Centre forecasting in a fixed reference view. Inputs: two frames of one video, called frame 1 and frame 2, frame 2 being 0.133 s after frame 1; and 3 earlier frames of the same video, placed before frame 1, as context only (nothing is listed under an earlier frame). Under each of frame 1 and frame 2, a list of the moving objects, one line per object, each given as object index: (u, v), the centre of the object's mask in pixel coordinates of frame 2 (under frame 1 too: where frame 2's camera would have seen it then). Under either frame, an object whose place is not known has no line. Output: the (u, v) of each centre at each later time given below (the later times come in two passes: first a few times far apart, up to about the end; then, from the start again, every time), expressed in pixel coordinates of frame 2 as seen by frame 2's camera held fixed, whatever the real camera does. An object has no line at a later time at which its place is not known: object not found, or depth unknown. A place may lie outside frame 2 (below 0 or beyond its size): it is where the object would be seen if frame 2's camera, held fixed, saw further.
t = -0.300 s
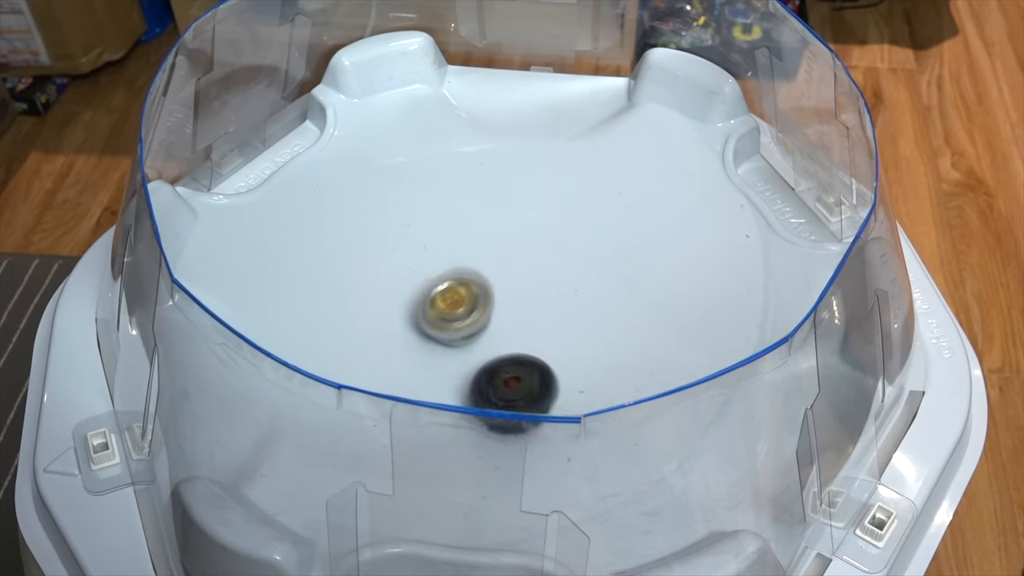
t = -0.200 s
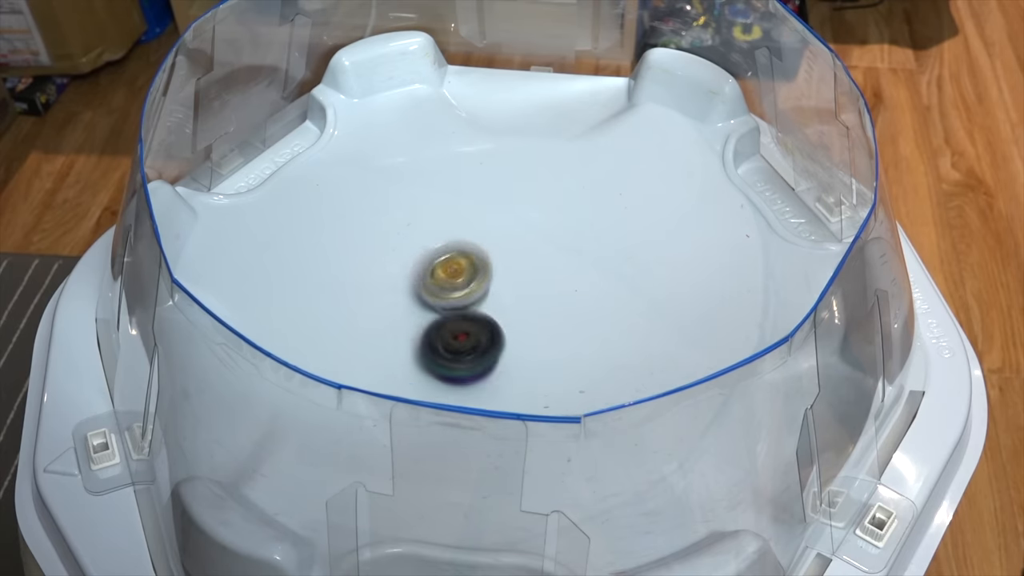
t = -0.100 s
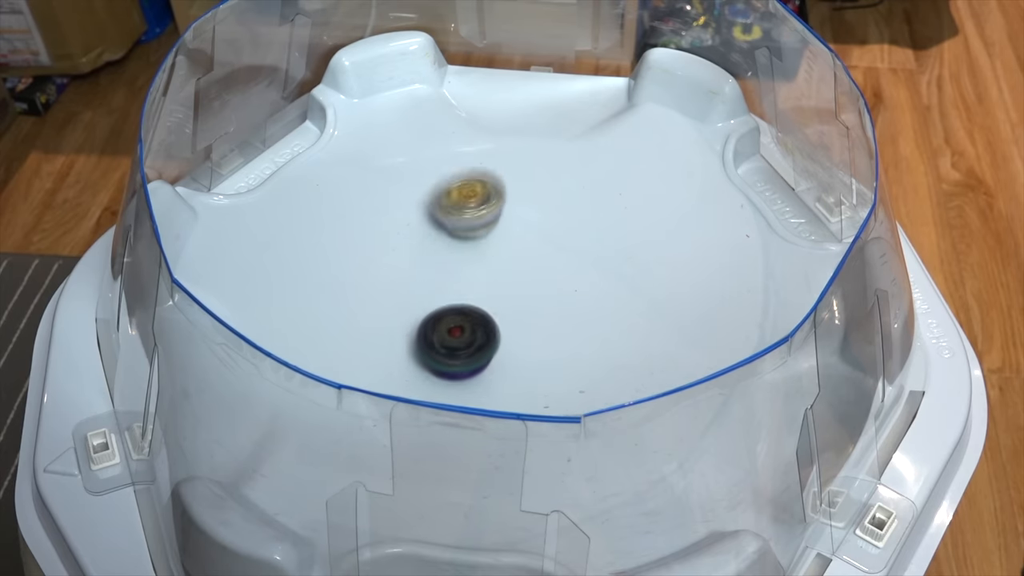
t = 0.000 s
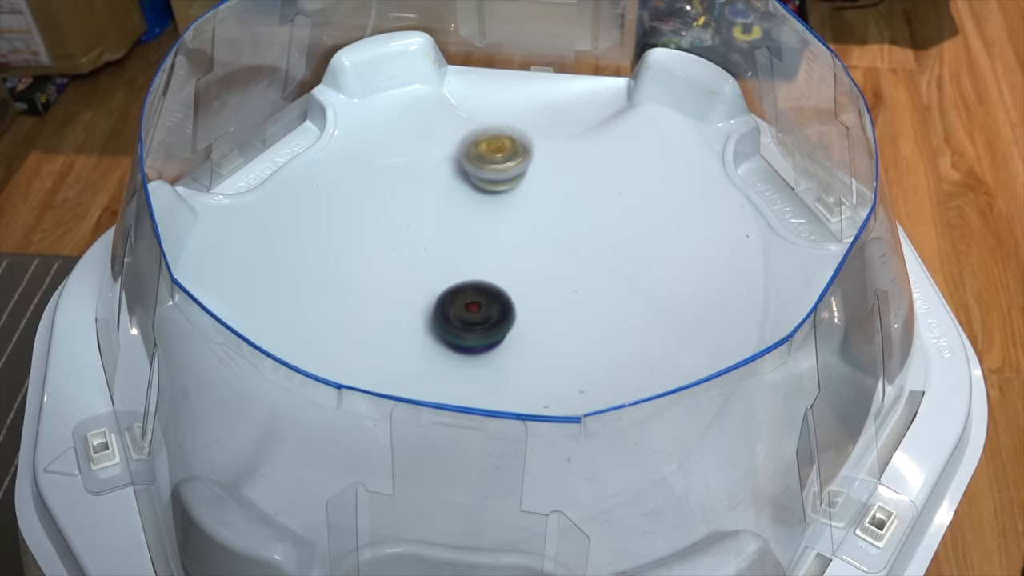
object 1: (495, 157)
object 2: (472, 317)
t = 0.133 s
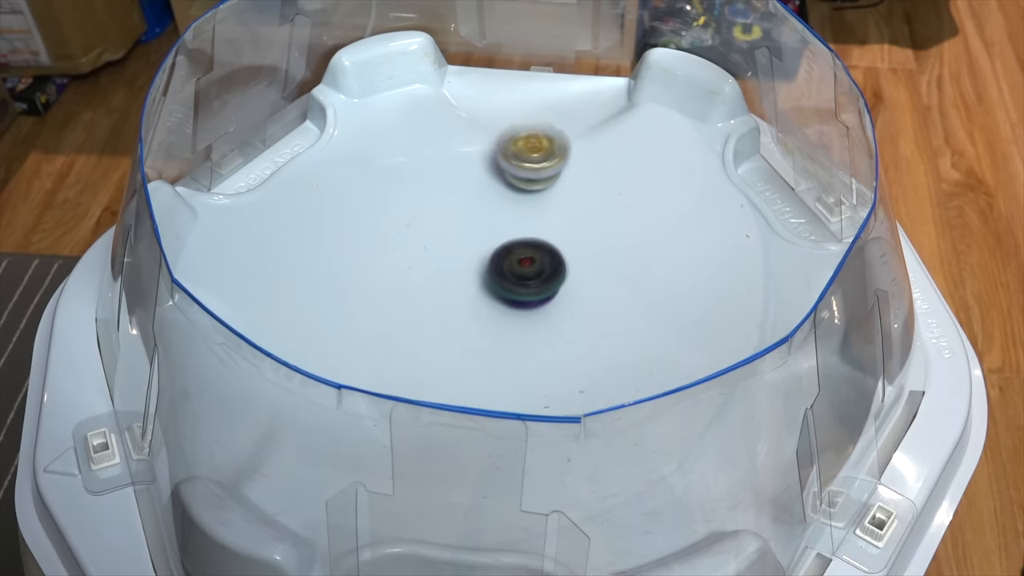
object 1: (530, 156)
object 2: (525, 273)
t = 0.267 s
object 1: (553, 202)
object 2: (588, 264)
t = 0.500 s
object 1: (513, 295)
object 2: (601, 372)
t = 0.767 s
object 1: (441, 219)
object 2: (437, 486)
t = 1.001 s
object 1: (379, 183)
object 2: (330, 418)
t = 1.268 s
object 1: (361, 249)
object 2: (448, 296)
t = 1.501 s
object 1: (535, 311)
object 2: (634, 291)
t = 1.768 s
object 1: (596, 275)
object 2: (791, 356)
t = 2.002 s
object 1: (547, 212)
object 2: (792, 391)
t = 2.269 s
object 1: (439, 257)
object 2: (779, 356)
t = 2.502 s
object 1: (532, 390)
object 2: (835, 370)
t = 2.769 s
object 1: (708, 327)
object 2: (834, 371)
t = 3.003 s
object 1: (575, 214)
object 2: (783, 368)
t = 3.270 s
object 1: (313, 254)
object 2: (682, 379)
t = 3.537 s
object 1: (235, 428)
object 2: (482, 376)
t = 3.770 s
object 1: (267, 357)
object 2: (388, 299)
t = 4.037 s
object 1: (426, 313)
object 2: (436, 228)
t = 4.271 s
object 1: (602, 289)
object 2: (504, 226)
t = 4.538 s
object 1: (660, 270)
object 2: (530, 256)
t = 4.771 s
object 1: (566, 228)
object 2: (528, 300)
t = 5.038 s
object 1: (423, 301)
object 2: (511, 332)
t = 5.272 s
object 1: (479, 404)
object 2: (508, 350)
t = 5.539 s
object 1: (697, 339)
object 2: (497, 351)
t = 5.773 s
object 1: (606, 184)
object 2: (505, 338)
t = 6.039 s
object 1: (316, 186)
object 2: (525, 319)
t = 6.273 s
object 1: (187, 370)
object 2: (542, 304)
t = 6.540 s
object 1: (411, 455)
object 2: (550, 292)
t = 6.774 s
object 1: (716, 379)
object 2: (550, 286)
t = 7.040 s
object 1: (783, 180)
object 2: (535, 287)
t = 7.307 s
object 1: (619, 159)
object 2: (512, 297)
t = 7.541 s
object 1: (353, 270)
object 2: (490, 300)
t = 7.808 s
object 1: (235, 381)
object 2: (474, 300)
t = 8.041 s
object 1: (296, 289)
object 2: (478, 306)
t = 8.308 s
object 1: (448, 235)
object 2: (513, 336)
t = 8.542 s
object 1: (510, 170)
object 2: (548, 377)
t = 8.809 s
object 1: (556, 193)
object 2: (540, 375)
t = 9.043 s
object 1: (580, 275)
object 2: (543, 345)
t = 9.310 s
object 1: (703, 121)
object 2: (339, 509)
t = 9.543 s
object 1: (682, 145)
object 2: (402, 442)
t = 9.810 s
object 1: (572, 356)
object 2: (463, 310)
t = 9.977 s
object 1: (580, 479)
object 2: (391, 207)
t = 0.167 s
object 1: (537, 164)
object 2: (543, 266)
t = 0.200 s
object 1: (544, 174)
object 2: (561, 262)
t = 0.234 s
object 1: (548, 187)
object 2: (575, 262)
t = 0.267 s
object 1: (553, 202)
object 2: (588, 264)
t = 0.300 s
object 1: (552, 215)
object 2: (603, 276)
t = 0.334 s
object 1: (548, 226)
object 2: (618, 293)
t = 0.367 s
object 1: (542, 239)
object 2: (630, 310)
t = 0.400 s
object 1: (535, 252)
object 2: (632, 328)
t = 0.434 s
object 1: (529, 267)
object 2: (629, 345)
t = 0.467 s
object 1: (521, 281)
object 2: (618, 360)
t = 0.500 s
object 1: (513, 295)
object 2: (601, 372)
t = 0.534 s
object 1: (504, 308)
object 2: (579, 380)
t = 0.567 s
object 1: (496, 318)
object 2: (553, 386)
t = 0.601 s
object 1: (490, 326)
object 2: (524, 391)
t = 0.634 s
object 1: (479, 307)
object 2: (508, 417)
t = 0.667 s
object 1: (469, 282)
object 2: (492, 443)
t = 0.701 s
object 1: (459, 259)
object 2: (475, 464)
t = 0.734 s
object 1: (450, 237)
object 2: (455, 477)
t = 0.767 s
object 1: (441, 219)
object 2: (437, 486)
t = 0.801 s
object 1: (431, 204)
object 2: (416, 489)
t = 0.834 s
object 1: (422, 193)
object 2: (396, 487)
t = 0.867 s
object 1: (413, 185)
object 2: (376, 480)
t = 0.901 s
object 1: (405, 181)
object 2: (360, 469)
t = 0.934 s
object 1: (396, 179)
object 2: (346, 454)
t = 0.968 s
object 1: (388, 179)
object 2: (336, 437)
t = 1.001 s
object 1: (379, 183)
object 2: (330, 418)
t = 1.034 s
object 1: (372, 188)
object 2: (327, 397)
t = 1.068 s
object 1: (365, 195)
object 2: (330, 376)
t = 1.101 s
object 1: (359, 206)
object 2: (338, 350)
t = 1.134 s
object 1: (354, 219)
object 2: (348, 331)
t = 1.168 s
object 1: (353, 235)
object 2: (365, 310)
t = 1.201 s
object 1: (351, 237)
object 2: (390, 307)
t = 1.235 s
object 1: (354, 241)
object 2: (418, 302)
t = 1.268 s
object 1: (361, 249)
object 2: (448, 296)
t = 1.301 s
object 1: (373, 260)
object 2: (479, 290)
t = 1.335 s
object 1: (390, 273)
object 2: (512, 285)
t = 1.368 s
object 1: (412, 286)
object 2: (541, 281)
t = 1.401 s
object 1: (439, 297)
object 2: (569, 280)
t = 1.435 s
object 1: (470, 305)
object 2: (594, 281)
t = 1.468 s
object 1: (502, 310)
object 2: (615, 285)
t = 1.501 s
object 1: (535, 311)
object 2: (634, 291)
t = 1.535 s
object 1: (565, 307)
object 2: (652, 298)
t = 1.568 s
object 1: (576, 308)
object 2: (684, 300)
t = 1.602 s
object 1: (585, 306)
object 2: (710, 305)
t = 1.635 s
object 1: (591, 302)
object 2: (731, 312)
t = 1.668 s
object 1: (596, 297)
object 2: (749, 318)
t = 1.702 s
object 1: (599, 291)
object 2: (765, 328)
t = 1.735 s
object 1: (598, 283)
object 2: (776, 341)
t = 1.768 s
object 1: (596, 275)
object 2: (791, 356)
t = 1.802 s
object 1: (592, 267)
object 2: (803, 372)
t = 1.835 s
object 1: (588, 258)
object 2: (815, 386)
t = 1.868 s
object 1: (580, 248)
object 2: (826, 396)
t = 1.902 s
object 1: (574, 239)
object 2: (818, 398)
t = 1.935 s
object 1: (565, 229)
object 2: (806, 396)
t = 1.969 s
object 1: (557, 221)
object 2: (798, 394)
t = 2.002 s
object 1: (547, 212)
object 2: (792, 391)
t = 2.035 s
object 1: (534, 205)
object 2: (788, 389)
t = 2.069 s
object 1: (520, 200)
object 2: (784, 384)
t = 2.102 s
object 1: (504, 198)
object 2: (782, 380)
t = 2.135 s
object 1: (488, 200)
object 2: (780, 376)
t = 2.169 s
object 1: (474, 207)
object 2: (779, 371)
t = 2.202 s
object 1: (458, 219)
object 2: (779, 366)
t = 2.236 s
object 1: (446, 237)
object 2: (778, 360)
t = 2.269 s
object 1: (439, 257)
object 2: (779, 356)
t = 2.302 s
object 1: (436, 279)
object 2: (784, 354)
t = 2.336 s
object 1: (439, 303)
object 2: (791, 356)
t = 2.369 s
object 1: (447, 326)
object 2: (801, 360)
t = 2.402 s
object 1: (462, 348)
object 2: (813, 365)
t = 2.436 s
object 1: (481, 366)
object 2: (823, 369)
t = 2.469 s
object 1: (504, 376)
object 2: (831, 370)
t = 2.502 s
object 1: (532, 390)
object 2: (835, 370)
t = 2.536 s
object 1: (561, 394)
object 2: (835, 371)
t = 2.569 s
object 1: (591, 392)
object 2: (834, 370)
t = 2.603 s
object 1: (619, 389)
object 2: (831, 367)
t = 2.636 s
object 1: (647, 382)
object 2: (825, 362)
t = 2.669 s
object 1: (673, 372)
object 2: (816, 360)
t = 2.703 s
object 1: (698, 360)
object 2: (808, 360)
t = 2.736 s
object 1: (712, 340)
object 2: (813, 364)
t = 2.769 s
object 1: (708, 327)
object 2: (834, 371)
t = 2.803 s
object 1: (697, 313)
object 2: (835, 373)
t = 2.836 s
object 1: (689, 295)
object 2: (829, 372)
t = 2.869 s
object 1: (676, 278)
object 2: (819, 371)
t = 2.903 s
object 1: (659, 260)
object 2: (809, 370)
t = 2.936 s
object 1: (637, 243)
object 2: (800, 370)
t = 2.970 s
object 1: (608, 227)
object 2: (792, 369)
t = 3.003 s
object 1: (575, 214)
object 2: (783, 368)
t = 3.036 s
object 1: (541, 205)
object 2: (773, 368)
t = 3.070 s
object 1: (505, 200)
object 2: (764, 368)
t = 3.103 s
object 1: (467, 200)
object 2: (754, 368)
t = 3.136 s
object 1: (430, 202)
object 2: (742, 368)
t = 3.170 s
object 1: (397, 209)
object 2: (733, 368)
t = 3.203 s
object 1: (365, 220)
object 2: (719, 371)
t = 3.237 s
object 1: (338, 235)
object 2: (701, 374)
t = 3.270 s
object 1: (313, 254)
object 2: (682, 379)
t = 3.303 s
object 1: (294, 275)
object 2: (660, 383)
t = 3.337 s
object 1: (279, 298)
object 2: (636, 387)
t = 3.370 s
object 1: (271, 317)
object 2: (611, 389)
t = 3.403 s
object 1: (259, 352)
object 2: (585, 384)
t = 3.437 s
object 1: (250, 383)
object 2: (560, 385)
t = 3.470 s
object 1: (242, 411)
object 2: (534, 384)
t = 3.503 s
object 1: (234, 433)
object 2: (507, 381)
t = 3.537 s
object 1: (235, 428)
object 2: (482, 376)
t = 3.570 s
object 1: (241, 431)
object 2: (457, 370)
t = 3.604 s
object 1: (246, 425)
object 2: (436, 361)
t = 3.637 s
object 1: (250, 415)
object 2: (421, 350)
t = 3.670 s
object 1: (252, 401)
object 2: (410, 338)
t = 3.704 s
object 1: (258, 382)
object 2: (401, 325)
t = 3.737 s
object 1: (263, 368)
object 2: (393, 312)
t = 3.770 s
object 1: (267, 357)
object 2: (388, 299)
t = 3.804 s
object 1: (276, 347)
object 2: (385, 286)
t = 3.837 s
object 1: (289, 338)
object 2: (386, 274)
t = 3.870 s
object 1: (305, 330)
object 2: (391, 263)
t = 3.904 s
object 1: (324, 326)
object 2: (397, 253)
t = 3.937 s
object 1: (346, 321)
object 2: (404, 244)
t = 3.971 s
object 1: (370, 318)
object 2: (413, 237)
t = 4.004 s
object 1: (398, 315)
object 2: (424, 231)
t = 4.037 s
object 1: (426, 313)
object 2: (436, 228)
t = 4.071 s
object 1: (455, 310)
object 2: (449, 227)
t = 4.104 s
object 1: (482, 307)
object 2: (463, 226)
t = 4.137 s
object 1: (507, 301)
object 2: (477, 229)
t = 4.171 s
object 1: (530, 295)
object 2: (491, 232)
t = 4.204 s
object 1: (550, 286)
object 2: (501, 236)
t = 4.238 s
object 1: (575, 286)
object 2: (504, 232)
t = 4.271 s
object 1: (602, 289)
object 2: (504, 226)
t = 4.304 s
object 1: (625, 290)
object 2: (506, 225)
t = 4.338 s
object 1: (642, 289)
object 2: (509, 226)
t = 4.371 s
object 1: (655, 288)
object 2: (513, 229)
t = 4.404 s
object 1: (664, 286)
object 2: (518, 233)
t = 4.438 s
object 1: (667, 283)
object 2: (522, 237)
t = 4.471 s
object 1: (668, 279)
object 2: (525, 244)
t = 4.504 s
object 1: (665, 275)
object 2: (528, 250)
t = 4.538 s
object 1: (660, 270)
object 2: (530, 256)
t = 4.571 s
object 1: (652, 264)
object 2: (532, 263)
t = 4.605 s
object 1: (641, 258)
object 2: (534, 269)
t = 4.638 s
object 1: (631, 252)
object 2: (534, 276)
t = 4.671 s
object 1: (615, 246)
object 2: (533, 283)
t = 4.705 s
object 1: (601, 240)
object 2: (531, 289)
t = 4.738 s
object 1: (585, 234)
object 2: (530, 294)
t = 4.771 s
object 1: (566, 228)
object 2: (528, 300)
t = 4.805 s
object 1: (547, 225)
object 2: (525, 304)
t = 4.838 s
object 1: (525, 225)
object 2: (523, 309)
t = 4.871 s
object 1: (503, 230)
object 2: (520, 313)
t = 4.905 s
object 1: (483, 239)
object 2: (516, 317)
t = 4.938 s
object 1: (464, 251)
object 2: (512, 320)
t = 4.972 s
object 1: (448, 267)
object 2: (509, 323)
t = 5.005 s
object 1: (436, 285)
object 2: (507, 326)
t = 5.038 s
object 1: (423, 301)
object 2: (511, 332)
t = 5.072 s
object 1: (414, 317)
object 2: (513, 336)
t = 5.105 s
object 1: (409, 333)
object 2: (513, 341)
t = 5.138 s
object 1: (411, 351)
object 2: (512, 346)
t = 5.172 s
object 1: (418, 363)
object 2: (511, 350)
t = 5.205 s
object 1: (435, 374)
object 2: (509, 353)
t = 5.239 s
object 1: (453, 395)
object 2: (509, 354)
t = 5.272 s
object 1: (479, 404)
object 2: (508, 350)
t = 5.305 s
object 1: (506, 410)
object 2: (500, 351)
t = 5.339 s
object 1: (537, 414)
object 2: (497, 355)
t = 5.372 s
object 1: (571, 414)
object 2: (498, 358)
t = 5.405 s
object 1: (604, 408)
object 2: (498, 356)
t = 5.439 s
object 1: (634, 397)
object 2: (497, 355)
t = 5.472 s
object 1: (660, 381)
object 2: (498, 354)
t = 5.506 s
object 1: (680, 363)
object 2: (497, 353)
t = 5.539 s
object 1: (697, 339)
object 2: (497, 351)
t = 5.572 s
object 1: (701, 315)
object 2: (498, 350)
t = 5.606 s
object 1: (704, 290)
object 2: (498, 348)
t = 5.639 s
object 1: (696, 265)
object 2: (499, 347)
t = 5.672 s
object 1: (682, 242)
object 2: (500, 345)
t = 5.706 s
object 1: (661, 220)
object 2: (501, 343)
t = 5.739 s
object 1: (636, 201)
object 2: (503, 340)
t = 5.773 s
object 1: (606, 184)
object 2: (505, 338)
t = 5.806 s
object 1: (572, 170)
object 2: (506, 336)
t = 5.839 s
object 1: (537, 161)
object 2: (508, 334)
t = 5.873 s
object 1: (498, 155)
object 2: (510, 331)
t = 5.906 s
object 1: (460, 154)
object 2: (513, 329)
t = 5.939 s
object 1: (422, 156)
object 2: (516, 326)
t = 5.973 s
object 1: (385, 161)
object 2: (518, 324)
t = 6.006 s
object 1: (349, 172)
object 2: (521, 322)
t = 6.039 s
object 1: (316, 186)
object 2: (525, 319)
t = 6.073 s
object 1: (285, 205)
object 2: (526, 317)
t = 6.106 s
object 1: (256, 226)
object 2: (529, 314)
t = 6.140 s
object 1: (233, 252)
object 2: (532, 312)
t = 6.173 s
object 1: (220, 275)
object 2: (535, 310)
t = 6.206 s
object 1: (199, 317)
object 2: (537, 308)
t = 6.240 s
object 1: (189, 341)
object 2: (540, 306)
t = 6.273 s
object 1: (187, 370)
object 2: (542, 304)
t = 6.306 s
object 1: (200, 387)
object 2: (543, 303)
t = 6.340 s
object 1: (224, 406)
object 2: (545, 301)
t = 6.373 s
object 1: (248, 419)
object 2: (546, 300)
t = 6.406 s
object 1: (273, 422)
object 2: (548, 298)
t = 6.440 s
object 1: (301, 436)
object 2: (549, 296)
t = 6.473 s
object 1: (332, 442)
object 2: (550, 295)
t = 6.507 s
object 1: (369, 450)
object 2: (551, 294)
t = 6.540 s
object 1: (411, 455)
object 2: (550, 292)
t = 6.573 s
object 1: (454, 460)
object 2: (550, 291)
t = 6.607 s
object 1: (494, 458)
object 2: (551, 290)
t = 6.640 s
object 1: (543, 453)
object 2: (551, 288)
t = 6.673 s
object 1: (596, 443)
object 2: (551, 287)
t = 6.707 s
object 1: (636, 425)
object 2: (551, 286)
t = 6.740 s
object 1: (680, 405)
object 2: (550, 286)
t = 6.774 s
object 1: (716, 379)
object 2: (550, 286)
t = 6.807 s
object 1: (746, 352)
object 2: (548, 286)
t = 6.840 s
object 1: (774, 323)
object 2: (547, 286)
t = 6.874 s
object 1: (791, 295)
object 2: (545, 286)
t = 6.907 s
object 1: (801, 266)
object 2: (543, 286)
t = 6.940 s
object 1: (809, 240)
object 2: (542, 286)
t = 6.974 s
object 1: (810, 211)
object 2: (539, 286)
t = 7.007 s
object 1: (800, 188)
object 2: (537, 287)
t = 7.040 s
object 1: (783, 180)
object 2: (535, 287)
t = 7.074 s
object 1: (767, 161)
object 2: (532, 288)
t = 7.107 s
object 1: (748, 147)
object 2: (532, 289)
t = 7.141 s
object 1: (734, 127)
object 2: (529, 290)
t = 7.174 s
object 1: (721, 115)
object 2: (526, 291)
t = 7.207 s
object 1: (700, 118)
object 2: (522, 293)
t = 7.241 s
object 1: (678, 132)
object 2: (519, 294)
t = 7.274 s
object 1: (649, 145)
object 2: (516, 296)
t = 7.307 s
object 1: (619, 159)
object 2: (512, 297)
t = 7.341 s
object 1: (585, 173)
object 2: (509, 298)
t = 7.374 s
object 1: (548, 186)
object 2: (505, 298)
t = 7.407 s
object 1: (508, 201)
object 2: (502, 298)
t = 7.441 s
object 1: (468, 214)
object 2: (498, 299)
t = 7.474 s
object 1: (427, 230)
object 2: (495, 299)
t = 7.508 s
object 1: (387, 249)
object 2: (492, 300)
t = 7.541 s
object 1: (353, 270)
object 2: (490, 300)
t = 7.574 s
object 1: (322, 294)
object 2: (487, 300)
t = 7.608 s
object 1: (297, 321)
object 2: (484, 300)
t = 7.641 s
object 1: (276, 351)
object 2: (482, 300)
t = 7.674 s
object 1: (258, 383)
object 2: (479, 300)
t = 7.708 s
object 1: (241, 413)
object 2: (477, 301)
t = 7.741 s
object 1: (225, 431)
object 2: (475, 300)
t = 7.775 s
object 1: (228, 402)
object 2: (475, 300)
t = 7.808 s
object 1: (235, 381)
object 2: (474, 300)
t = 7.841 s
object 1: (247, 369)
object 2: (474, 300)
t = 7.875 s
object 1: (257, 367)
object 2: (474, 302)
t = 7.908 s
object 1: (260, 343)
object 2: (474, 302)
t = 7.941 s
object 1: (263, 324)
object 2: (475, 303)
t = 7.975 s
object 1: (271, 312)
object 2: (477, 304)
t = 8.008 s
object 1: (284, 299)
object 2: (478, 304)
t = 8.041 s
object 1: (296, 289)
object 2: (478, 306)
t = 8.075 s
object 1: (314, 281)
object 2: (479, 307)
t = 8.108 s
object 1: (332, 273)
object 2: (480, 308)
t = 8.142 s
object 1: (352, 269)
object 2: (481, 309)
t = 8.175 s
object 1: (373, 264)
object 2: (482, 310)
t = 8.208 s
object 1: (395, 262)
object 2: (485, 312)
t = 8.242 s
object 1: (421, 260)
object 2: (485, 314)
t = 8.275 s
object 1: (437, 251)
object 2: (496, 322)
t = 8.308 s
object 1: (448, 235)
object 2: (513, 336)
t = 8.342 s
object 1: (459, 219)
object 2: (527, 347)
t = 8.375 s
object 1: (470, 207)
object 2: (538, 355)
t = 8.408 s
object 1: (478, 195)
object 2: (545, 362)
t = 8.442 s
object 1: (487, 186)
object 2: (548, 367)
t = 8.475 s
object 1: (495, 178)
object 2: (550, 372)
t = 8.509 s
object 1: (504, 174)
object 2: (548, 375)
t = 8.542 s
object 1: (510, 170)
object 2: (548, 377)
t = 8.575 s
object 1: (517, 168)
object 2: (547, 379)
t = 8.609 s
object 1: (524, 167)
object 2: (547, 380)
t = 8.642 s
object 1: (530, 169)
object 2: (545, 380)
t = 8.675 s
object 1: (535, 171)
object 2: (545, 380)
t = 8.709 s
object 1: (540, 175)
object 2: (544, 379)
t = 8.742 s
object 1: (546, 178)
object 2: (543, 378)
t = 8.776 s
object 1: (552, 186)
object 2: (542, 377)
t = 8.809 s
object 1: (556, 193)
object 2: (540, 375)
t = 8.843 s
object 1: (561, 201)
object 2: (541, 371)
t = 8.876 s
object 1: (565, 210)
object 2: (540, 368)
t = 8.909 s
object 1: (570, 222)
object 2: (541, 364)
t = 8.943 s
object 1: (572, 234)
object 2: (541, 360)
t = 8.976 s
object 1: (575, 247)
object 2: (541, 355)
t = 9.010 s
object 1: (578, 260)
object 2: (542, 350)
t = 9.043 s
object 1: (580, 275)
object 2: (543, 345)
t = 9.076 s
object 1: (590, 269)
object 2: (526, 367)
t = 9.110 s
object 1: (612, 232)
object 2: (488, 410)
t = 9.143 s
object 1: (632, 204)
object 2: (448, 446)
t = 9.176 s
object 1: (651, 176)
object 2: (410, 480)
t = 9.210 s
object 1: (667, 156)
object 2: (372, 507)
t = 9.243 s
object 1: (681, 140)
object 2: (342, 523)
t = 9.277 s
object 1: (692, 130)
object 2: (339, 513)
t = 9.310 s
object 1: (703, 121)
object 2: (339, 509)
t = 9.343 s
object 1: (713, 118)
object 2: (341, 514)
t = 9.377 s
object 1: (717, 118)
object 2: (350, 511)
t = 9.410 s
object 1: (716, 114)
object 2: (358, 498)
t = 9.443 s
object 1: (710, 116)
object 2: (368, 484)
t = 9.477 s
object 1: (701, 123)
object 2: (378, 469)
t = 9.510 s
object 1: (691, 133)
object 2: (390, 455)
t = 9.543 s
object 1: (682, 145)
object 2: (402, 442)
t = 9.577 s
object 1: (670, 162)
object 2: (415, 426)
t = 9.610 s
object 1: (659, 184)
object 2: (428, 412)
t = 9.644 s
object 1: (646, 207)
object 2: (442, 398)
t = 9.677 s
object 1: (630, 235)
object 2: (457, 378)
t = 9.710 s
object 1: (611, 267)
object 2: (468, 368)
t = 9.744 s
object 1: (589, 300)
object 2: (480, 353)
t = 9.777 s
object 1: (568, 330)
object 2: (490, 338)
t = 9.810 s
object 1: (572, 356)
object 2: (463, 310)
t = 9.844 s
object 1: (575, 380)
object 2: (437, 293)
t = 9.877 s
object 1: (578, 408)
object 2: (419, 267)
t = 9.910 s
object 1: (579, 431)
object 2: (405, 242)
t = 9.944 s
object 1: (581, 459)
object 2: (394, 227)
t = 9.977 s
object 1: (580, 479)
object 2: (391, 207)
